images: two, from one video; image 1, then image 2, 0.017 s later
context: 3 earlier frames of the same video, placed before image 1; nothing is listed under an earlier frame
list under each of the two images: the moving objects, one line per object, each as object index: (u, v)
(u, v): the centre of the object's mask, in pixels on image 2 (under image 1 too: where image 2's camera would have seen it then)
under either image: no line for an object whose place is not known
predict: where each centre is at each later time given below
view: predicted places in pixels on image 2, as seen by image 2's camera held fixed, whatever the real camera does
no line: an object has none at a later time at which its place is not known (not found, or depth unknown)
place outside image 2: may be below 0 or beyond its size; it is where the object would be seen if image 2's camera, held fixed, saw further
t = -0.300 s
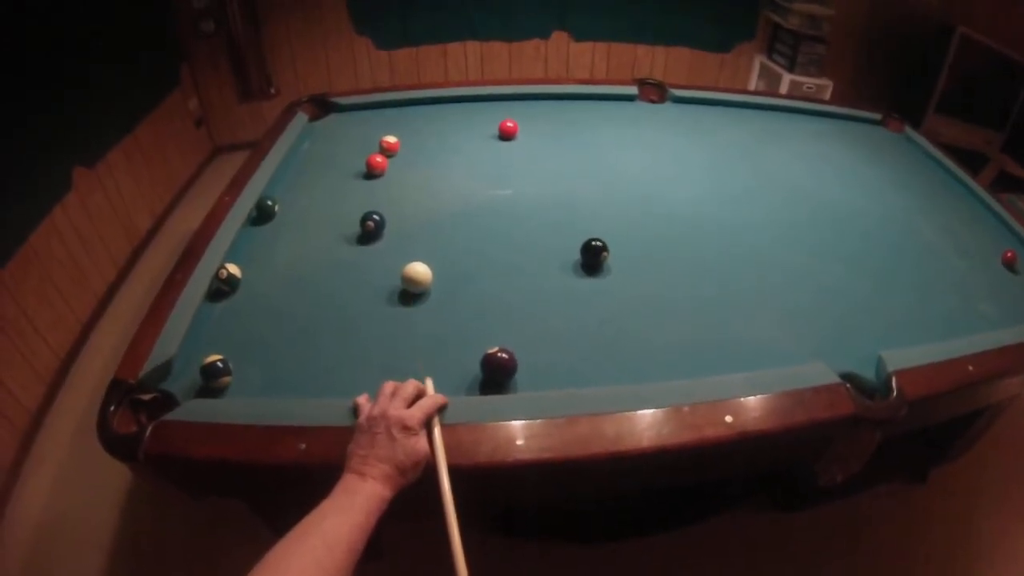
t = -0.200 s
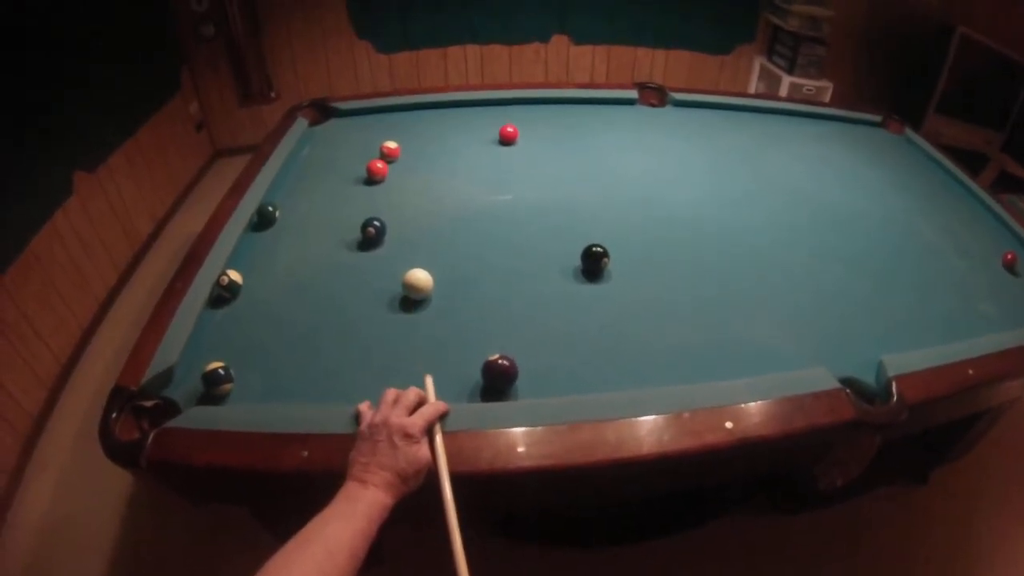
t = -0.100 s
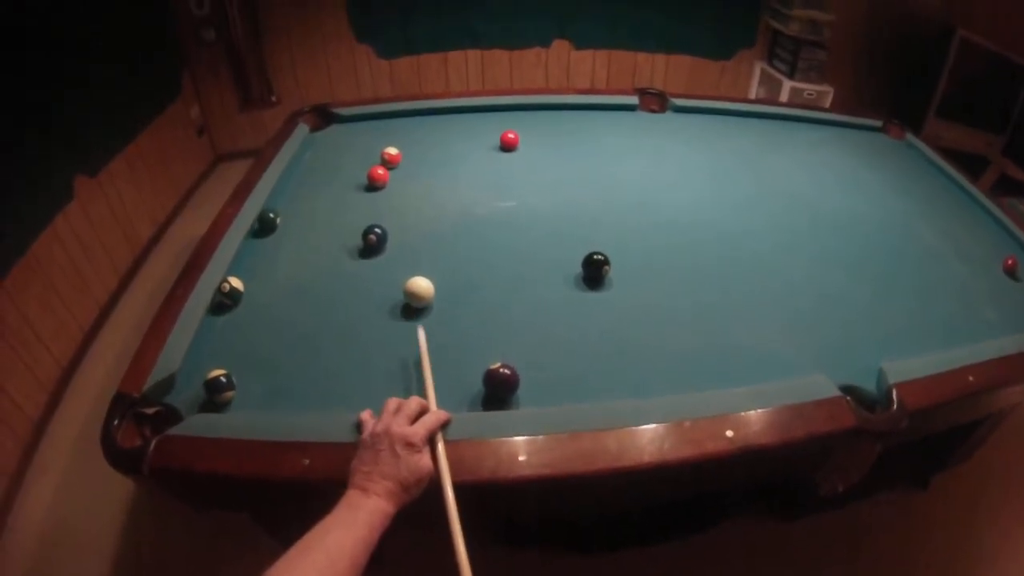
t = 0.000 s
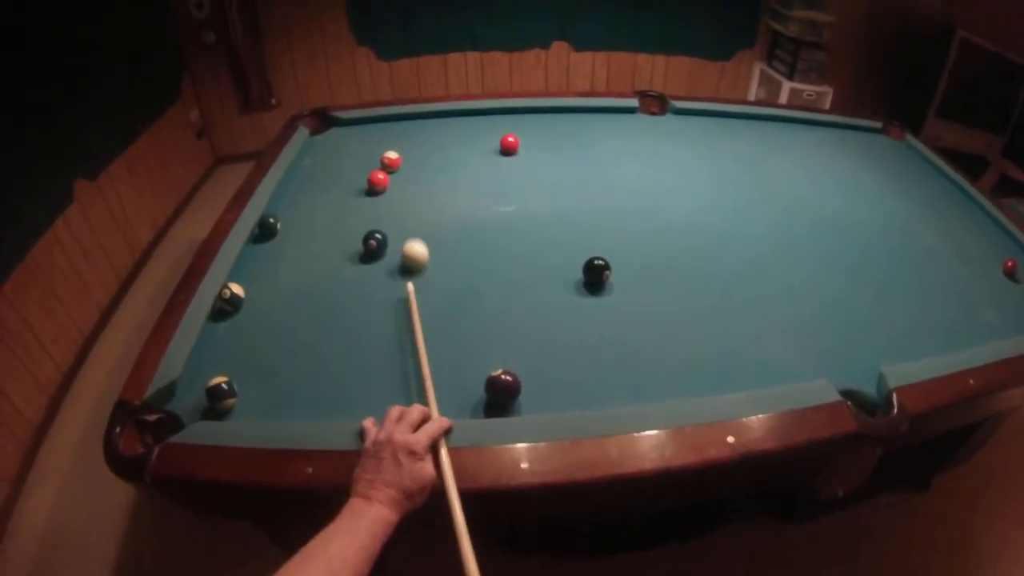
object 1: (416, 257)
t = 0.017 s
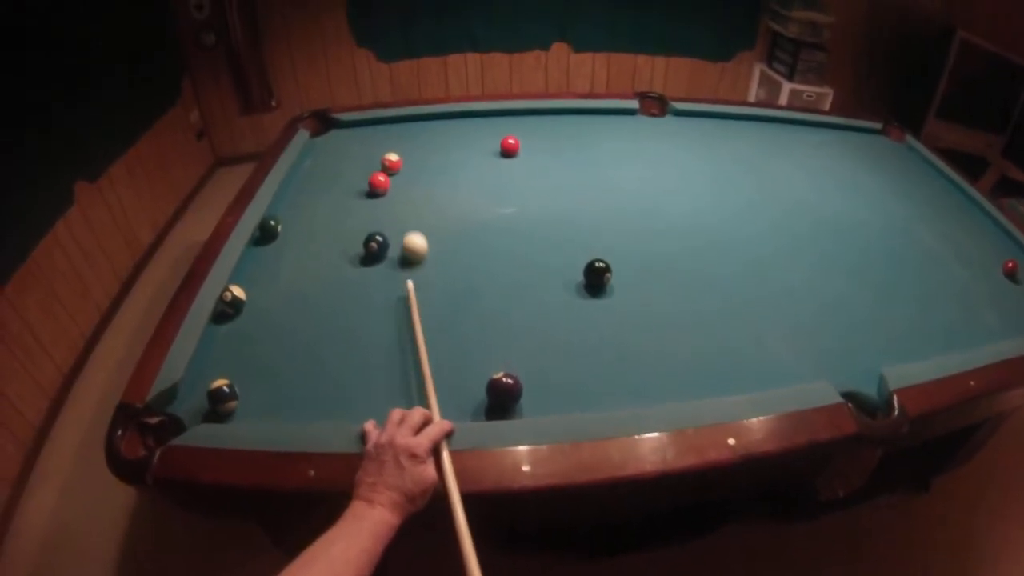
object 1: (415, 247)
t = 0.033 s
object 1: (414, 238)
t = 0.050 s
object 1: (413, 229)
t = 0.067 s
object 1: (412, 222)
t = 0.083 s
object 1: (411, 215)
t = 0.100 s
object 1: (411, 208)
